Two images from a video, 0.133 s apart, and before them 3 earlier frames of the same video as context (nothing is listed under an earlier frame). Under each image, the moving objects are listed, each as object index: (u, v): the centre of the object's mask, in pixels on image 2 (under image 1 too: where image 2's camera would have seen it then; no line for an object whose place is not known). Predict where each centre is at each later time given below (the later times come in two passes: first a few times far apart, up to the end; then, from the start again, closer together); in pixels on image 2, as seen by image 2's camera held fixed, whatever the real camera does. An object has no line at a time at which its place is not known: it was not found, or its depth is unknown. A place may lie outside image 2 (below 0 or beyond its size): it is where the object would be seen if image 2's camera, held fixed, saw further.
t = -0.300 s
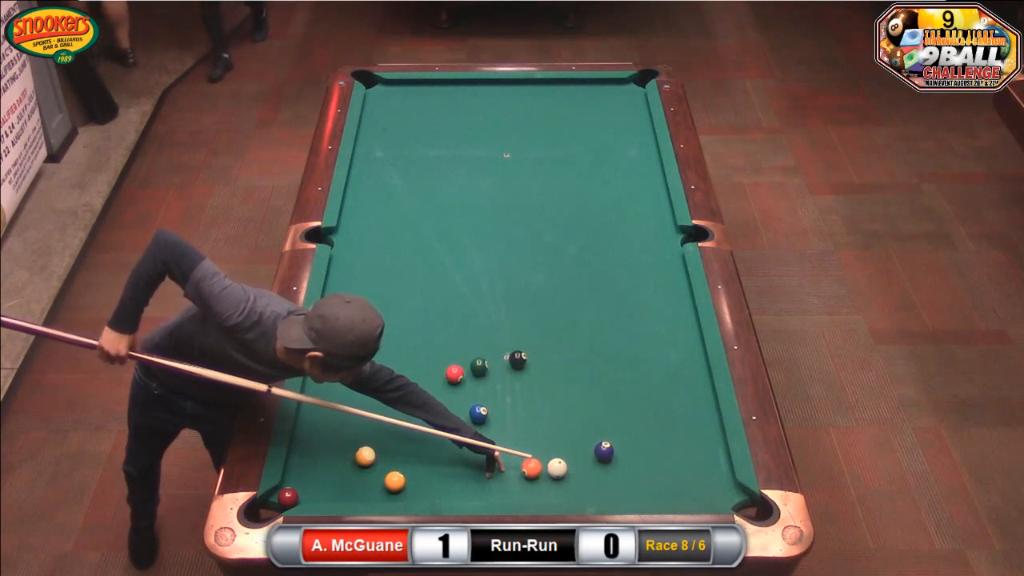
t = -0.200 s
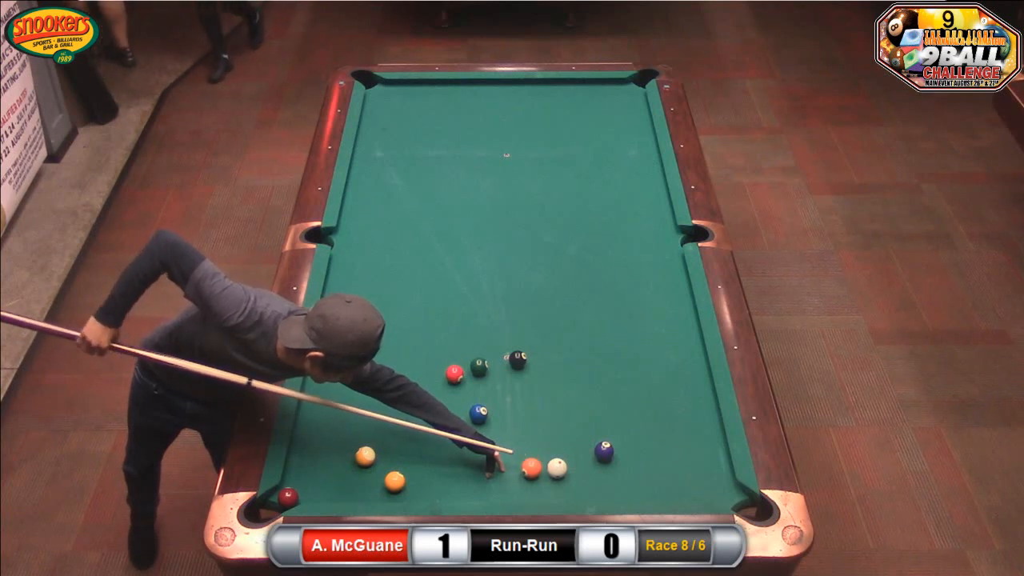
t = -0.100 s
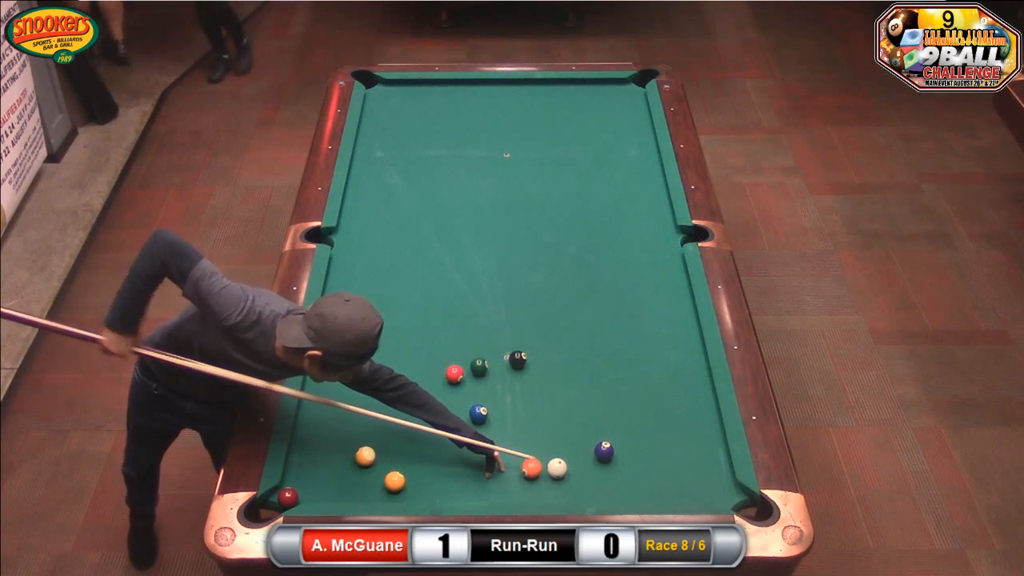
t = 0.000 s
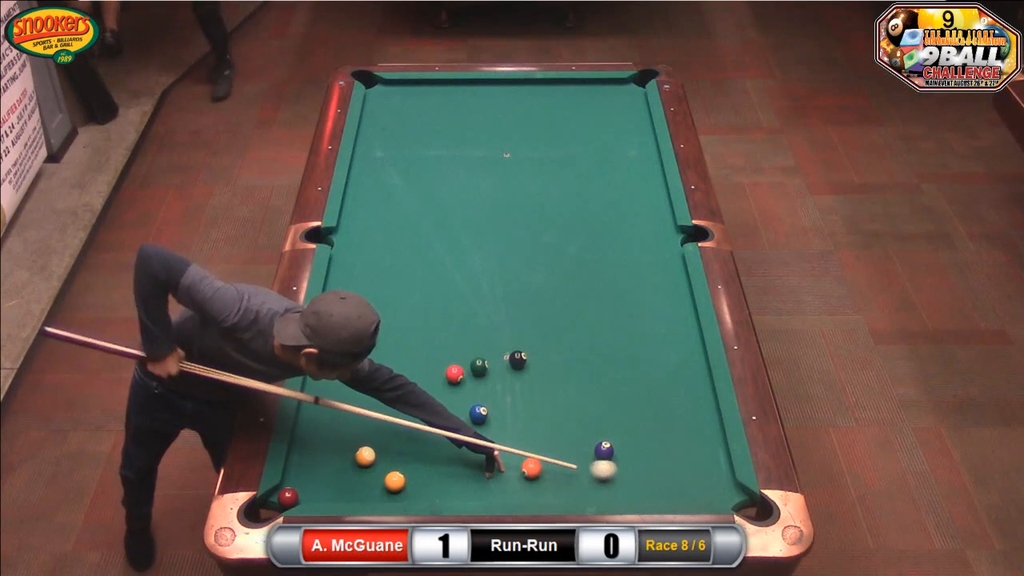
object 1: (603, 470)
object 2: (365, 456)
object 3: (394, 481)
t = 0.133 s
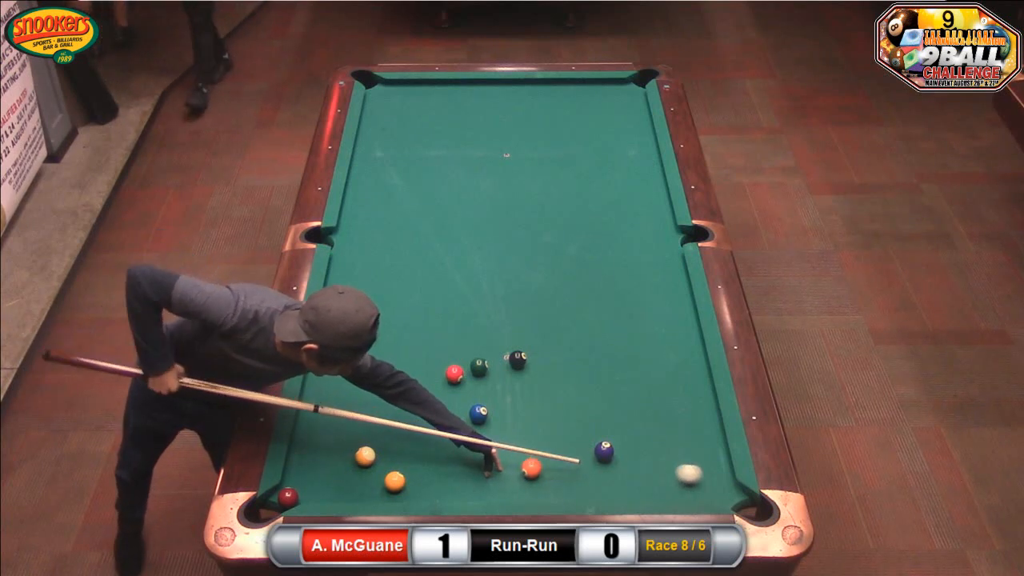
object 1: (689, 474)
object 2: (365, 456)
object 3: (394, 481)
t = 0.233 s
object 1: (709, 478)
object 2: (365, 456)
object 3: (394, 481)
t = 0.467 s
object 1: (619, 488)
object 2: (365, 456)
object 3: (394, 481)
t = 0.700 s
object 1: (534, 494)
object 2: (365, 456)
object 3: (394, 481)
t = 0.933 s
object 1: (457, 490)
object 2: (365, 456)
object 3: (394, 481)
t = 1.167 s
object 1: (407, 490)
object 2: (365, 456)
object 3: (372, 476)
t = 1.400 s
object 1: (388, 494)
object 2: (365, 456)
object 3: (330, 468)
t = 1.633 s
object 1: (373, 494)
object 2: (365, 456)
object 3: (297, 459)
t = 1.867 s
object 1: (361, 492)
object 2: (365, 456)
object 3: (323, 455)
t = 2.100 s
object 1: (351, 491)
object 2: (365, 456)
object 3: (347, 450)
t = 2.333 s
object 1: (344, 489)
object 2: (375, 458)
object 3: (356, 443)
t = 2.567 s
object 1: (337, 487)
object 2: (384, 460)
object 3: (364, 437)
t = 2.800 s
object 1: (332, 486)
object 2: (391, 461)
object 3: (371, 432)
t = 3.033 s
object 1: (328, 486)
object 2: (397, 462)
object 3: (377, 428)
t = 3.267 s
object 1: (326, 485)
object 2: (401, 462)
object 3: (381, 424)
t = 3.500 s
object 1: (326, 485)
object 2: (403, 462)
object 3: (385, 422)
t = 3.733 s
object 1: (326, 485)
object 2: (404, 462)
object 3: (387, 420)
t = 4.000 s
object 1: (326, 485)
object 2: (403, 462)
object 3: (388, 419)
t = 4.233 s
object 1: (326, 485)
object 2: (403, 462)
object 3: (388, 419)
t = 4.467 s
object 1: (326, 485)
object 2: (403, 462)
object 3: (388, 419)
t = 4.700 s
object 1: (326, 485)
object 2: (403, 462)
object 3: (388, 419)
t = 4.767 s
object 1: (326, 485)
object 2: (403, 462)
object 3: (388, 419)
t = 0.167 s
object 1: (710, 475)
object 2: (365, 456)
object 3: (394, 481)
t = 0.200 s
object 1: (724, 476)
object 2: (365, 456)
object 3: (394, 481)
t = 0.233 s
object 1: (709, 478)
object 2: (365, 456)
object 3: (394, 481)
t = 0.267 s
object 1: (694, 479)
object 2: (365, 456)
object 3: (394, 481)
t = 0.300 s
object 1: (681, 481)
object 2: (365, 456)
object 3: (394, 481)
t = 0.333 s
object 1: (668, 482)
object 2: (365, 456)
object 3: (394, 481)
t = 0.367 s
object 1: (656, 484)
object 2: (365, 456)
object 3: (394, 481)
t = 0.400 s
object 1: (644, 485)
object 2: (365, 456)
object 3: (394, 481)
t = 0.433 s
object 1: (631, 486)
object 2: (365, 456)
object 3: (394, 481)
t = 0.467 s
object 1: (619, 488)
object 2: (365, 456)
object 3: (394, 481)
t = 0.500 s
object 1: (607, 489)
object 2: (365, 456)
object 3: (394, 481)
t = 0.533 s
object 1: (594, 490)
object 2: (365, 456)
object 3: (394, 481)
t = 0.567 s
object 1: (582, 491)
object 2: (365, 456)
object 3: (394, 481)
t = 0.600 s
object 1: (570, 492)
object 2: (365, 456)
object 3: (394, 481)
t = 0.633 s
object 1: (558, 493)
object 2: (365, 456)
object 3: (394, 481)
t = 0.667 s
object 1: (546, 494)
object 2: (365, 456)
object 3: (394, 481)
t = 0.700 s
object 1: (534, 494)
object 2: (365, 456)
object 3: (394, 481)
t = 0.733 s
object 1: (523, 493)
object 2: (365, 456)
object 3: (394, 481)
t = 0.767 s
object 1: (511, 493)
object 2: (365, 456)
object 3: (394, 481)
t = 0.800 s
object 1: (500, 492)
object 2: (365, 456)
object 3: (394, 481)
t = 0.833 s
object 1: (489, 492)
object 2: (365, 456)
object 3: (394, 481)
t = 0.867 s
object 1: (479, 491)
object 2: (365, 456)
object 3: (394, 481)
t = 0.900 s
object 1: (467, 491)
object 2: (365, 456)
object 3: (394, 481)
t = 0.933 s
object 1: (457, 490)
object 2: (365, 456)
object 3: (394, 481)
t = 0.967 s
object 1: (446, 489)
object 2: (365, 456)
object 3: (394, 481)
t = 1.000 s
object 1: (435, 488)
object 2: (365, 456)
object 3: (394, 481)
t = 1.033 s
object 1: (425, 488)
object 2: (365, 456)
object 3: (394, 481)
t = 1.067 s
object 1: (414, 487)
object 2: (365, 456)
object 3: (394, 481)
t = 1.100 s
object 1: (412, 488)
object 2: (365, 456)
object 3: (386, 479)
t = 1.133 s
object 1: (410, 489)
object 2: (365, 456)
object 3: (379, 478)
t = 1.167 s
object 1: (407, 490)
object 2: (365, 456)
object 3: (372, 476)
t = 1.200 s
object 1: (404, 491)
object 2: (365, 455)
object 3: (366, 475)
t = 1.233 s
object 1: (401, 491)
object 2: (365, 455)
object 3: (360, 474)
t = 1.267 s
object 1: (399, 492)
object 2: (365, 456)
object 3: (354, 473)
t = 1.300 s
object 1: (396, 492)
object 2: (365, 456)
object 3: (348, 471)
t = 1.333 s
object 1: (393, 493)
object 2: (365, 456)
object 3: (342, 470)
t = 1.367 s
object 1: (391, 493)
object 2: (365, 456)
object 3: (336, 469)
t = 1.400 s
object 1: (388, 494)
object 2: (365, 456)
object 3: (330, 468)
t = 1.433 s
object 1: (385, 495)
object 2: (365, 456)
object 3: (324, 466)
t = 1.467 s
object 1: (382, 495)
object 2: (365, 456)
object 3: (319, 465)
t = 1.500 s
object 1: (380, 495)
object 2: (365, 456)
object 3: (313, 464)
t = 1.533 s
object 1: (378, 495)
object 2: (365, 456)
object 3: (307, 463)
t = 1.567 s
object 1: (376, 495)
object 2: (365, 456)
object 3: (302, 461)
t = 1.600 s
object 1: (375, 494)
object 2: (365, 456)
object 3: (296, 460)
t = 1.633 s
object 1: (373, 494)
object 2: (365, 456)
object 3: (297, 459)
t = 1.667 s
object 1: (371, 494)
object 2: (365, 456)
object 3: (300, 459)
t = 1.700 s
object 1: (369, 493)
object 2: (365, 456)
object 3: (305, 458)
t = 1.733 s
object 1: (368, 493)
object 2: (365, 456)
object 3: (308, 457)
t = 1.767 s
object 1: (366, 493)
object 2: (365, 456)
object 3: (312, 456)
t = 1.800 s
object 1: (364, 493)
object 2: (365, 456)
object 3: (316, 456)
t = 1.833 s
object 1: (363, 492)
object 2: (365, 456)
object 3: (319, 455)
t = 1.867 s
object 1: (361, 492)
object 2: (365, 456)
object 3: (323, 455)
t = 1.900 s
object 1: (360, 492)
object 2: (365, 456)
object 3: (326, 454)
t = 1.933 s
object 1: (358, 492)
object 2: (365, 456)
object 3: (330, 453)
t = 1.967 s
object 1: (356, 491)
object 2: (365, 456)
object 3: (333, 453)
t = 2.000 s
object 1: (355, 491)
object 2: (365, 456)
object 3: (337, 452)
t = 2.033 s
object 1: (354, 491)
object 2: (365, 456)
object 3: (340, 452)
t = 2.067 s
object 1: (352, 491)
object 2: (365, 456)
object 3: (344, 451)
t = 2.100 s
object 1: (351, 491)
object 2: (365, 456)
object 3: (347, 450)
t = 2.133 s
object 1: (350, 490)
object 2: (367, 456)
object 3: (349, 449)
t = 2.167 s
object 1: (349, 490)
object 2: (368, 457)
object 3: (350, 448)
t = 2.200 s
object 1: (348, 490)
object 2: (369, 457)
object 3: (351, 447)
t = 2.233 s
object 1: (347, 490)
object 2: (371, 457)
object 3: (353, 446)
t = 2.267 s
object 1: (346, 489)
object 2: (372, 457)
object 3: (354, 445)
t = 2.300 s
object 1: (344, 489)
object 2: (374, 458)
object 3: (355, 445)
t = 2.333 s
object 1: (344, 489)
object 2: (375, 458)
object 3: (356, 443)
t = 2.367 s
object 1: (343, 488)
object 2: (376, 458)
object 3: (358, 442)
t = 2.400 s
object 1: (341, 488)
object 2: (378, 458)
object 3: (359, 442)
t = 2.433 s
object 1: (341, 488)
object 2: (379, 459)
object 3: (360, 440)
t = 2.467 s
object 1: (340, 488)
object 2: (380, 459)
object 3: (361, 440)
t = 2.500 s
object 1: (339, 488)
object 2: (381, 459)
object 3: (362, 439)
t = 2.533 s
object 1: (338, 487)
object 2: (382, 459)
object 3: (363, 438)
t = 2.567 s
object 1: (337, 487)
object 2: (384, 460)
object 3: (364, 437)
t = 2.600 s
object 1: (336, 487)
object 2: (385, 460)
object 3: (365, 436)
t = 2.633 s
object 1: (335, 487)
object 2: (386, 460)
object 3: (366, 435)
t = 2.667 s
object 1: (335, 487)
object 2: (387, 460)
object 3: (368, 435)
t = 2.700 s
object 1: (334, 487)
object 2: (388, 460)
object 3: (368, 434)
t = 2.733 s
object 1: (333, 487)
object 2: (389, 461)
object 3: (369, 433)
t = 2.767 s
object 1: (332, 487)
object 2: (390, 461)
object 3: (370, 432)
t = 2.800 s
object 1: (332, 486)
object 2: (391, 461)
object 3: (371, 432)
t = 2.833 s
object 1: (331, 486)
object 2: (392, 461)
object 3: (372, 431)
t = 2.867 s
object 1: (331, 486)
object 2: (392, 461)
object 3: (373, 431)
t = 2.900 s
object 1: (330, 486)
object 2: (394, 461)
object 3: (374, 430)
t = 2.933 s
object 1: (329, 486)
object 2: (394, 461)
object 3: (374, 429)
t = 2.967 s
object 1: (329, 486)
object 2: (395, 461)
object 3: (375, 429)
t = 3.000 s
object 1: (328, 486)
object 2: (396, 461)
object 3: (376, 428)
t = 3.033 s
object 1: (328, 486)
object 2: (397, 462)
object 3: (377, 428)
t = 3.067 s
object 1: (328, 486)
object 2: (397, 461)
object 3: (377, 427)
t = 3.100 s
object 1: (327, 486)
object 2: (398, 462)
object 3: (378, 427)
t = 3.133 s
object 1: (327, 486)
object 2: (399, 462)
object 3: (379, 426)
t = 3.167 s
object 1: (327, 485)
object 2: (399, 462)
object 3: (380, 426)
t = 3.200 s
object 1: (326, 485)
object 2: (400, 462)
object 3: (380, 425)
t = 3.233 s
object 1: (326, 485)
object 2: (400, 462)
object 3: (381, 425)
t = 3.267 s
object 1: (326, 485)
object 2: (401, 462)
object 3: (381, 424)
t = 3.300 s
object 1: (326, 485)
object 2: (401, 462)
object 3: (382, 424)
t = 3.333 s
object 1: (325, 485)
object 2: (402, 462)
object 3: (383, 423)
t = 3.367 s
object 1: (325, 485)
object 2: (402, 462)
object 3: (383, 423)
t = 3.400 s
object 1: (325, 485)
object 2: (402, 462)
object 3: (384, 423)
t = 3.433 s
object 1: (326, 485)
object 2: (403, 462)
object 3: (384, 422)
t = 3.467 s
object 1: (326, 485)
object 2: (403, 462)
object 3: (385, 422)
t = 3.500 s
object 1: (326, 485)
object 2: (403, 462)
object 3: (385, 422)
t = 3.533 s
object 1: (326, 485)
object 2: (403, 462)
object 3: (386, 422)
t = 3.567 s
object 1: (326, 485)
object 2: (403, 462)
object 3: (386, 421)
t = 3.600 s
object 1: (326, 485)
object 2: (404, 462)
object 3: (386, 421)
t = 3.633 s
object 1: (326, 485)
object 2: (404, 462)
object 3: (386, 421)
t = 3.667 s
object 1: (326, 485)
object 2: (404, 462)
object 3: (387, 420)
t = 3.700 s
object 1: (326, 485)
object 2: (404, 462)
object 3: (387, 420)
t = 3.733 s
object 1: (326, 485)
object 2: (404, 462)
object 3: (387, 420)
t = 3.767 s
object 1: (326, 485)
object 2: (404, 462)
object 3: (387, 420)
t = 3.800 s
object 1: (326, 485)
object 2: (404, 462)
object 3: (388, 420)
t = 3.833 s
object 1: (326, 485)
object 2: (403, 462)
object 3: (388, 419)
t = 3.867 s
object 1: (326, 485)
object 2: (403, 462)
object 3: (388, 419)
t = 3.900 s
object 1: (326, 485)
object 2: (403, 462)
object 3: (388, 419)
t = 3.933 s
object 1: (326, 485)
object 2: (403, 462)
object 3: (388, 419)
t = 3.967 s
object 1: (326, 485)
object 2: (403, 462)
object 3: (388, 419)
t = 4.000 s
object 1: (326, 485)
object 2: (403, 462)
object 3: (388, 419)
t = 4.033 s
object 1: (326, 485)
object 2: (403, 462)
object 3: (388, 419)
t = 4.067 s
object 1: (326, 485)
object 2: (403, 462)
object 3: (388, 419)
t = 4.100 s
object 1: (326, 485)
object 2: (403, 462)
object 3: (388, 419)
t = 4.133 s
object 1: (326, 485)
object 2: (403, 462)
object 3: (388, 419)
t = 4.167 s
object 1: (326, 485)
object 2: (403, 462)
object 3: (388, 419)
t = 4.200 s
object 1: (326, 485)
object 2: (403, 462)
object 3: (388, 419)
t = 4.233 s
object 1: (326, 485)
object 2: (403, 462)
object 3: (388, 419)
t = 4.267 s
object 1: (326, 485)
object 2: (403, 462)
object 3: (388, 419)
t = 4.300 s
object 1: (326, 485)
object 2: (403, 462)
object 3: (388, 419)
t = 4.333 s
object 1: (326, 485)
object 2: (403, 462)
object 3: (388, 419)
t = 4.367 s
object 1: (326, 485)
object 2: (403, 462)
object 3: (388, 419)
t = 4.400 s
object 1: (326, 485)
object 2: (403, 462)
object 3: (388, 419)
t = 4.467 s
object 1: (326, 485)
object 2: (403, 462)
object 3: (388, 419)
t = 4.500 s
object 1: (326, 485)
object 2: (403, 462)
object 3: (388, 419)
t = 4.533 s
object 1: (326, 485)
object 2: (403, 462)
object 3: (388, 419)
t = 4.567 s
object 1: (326, 485)
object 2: (403, 462)
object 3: (388, 419)
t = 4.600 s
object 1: (326, 485)
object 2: (403, 462)
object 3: (388, 419)
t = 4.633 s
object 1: (326, 485)
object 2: (403, 462)
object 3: (388, 419)
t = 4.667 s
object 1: (326, 485)
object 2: (403, 462)
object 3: (388, 419)
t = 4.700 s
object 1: (326, 485)
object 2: (403, 462)
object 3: (388, 419)
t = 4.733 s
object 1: (326, 485)
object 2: (403, 462)
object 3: (388, 419)
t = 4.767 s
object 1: (326, 485)
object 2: (403, 462)
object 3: (388, 419)
